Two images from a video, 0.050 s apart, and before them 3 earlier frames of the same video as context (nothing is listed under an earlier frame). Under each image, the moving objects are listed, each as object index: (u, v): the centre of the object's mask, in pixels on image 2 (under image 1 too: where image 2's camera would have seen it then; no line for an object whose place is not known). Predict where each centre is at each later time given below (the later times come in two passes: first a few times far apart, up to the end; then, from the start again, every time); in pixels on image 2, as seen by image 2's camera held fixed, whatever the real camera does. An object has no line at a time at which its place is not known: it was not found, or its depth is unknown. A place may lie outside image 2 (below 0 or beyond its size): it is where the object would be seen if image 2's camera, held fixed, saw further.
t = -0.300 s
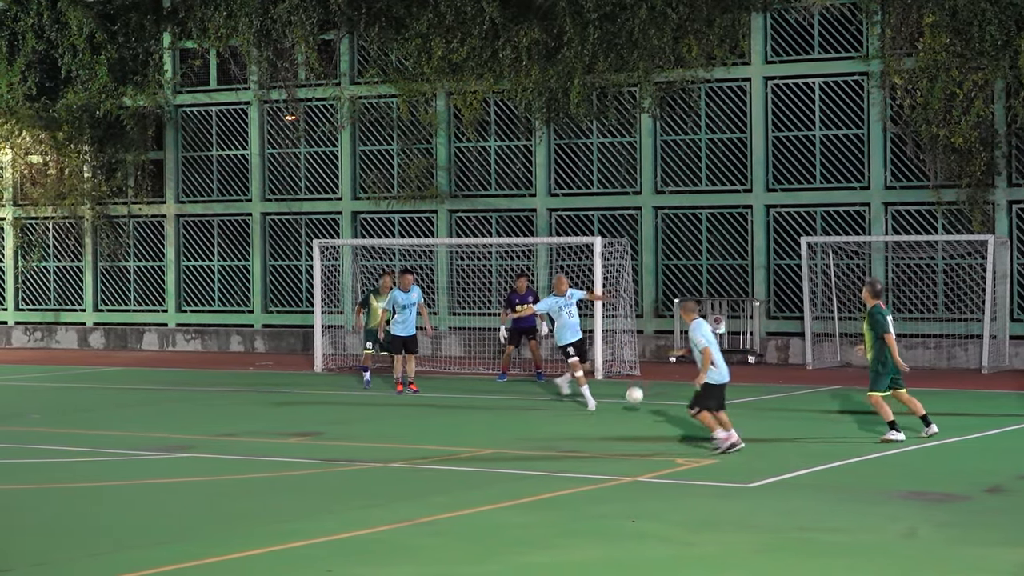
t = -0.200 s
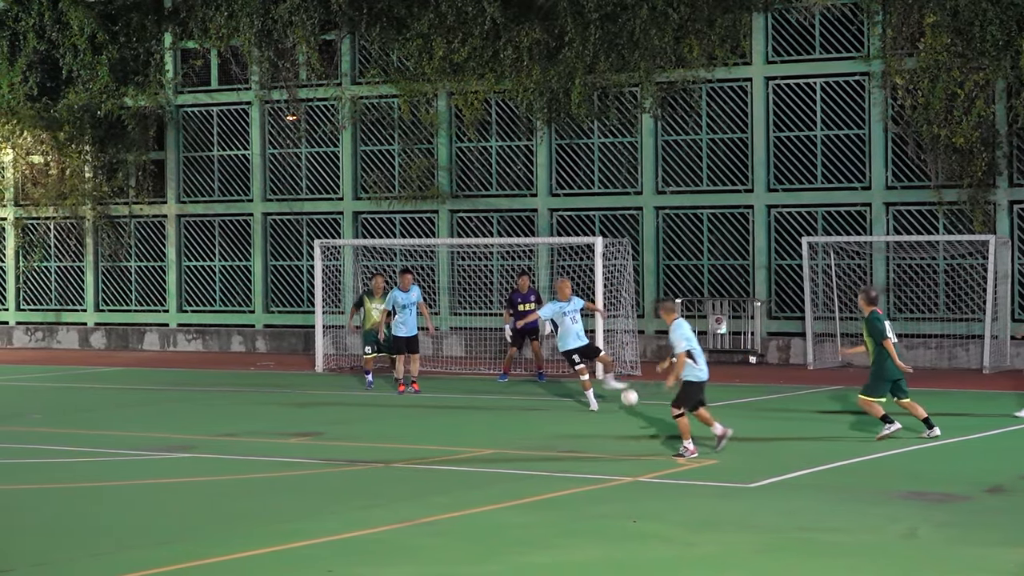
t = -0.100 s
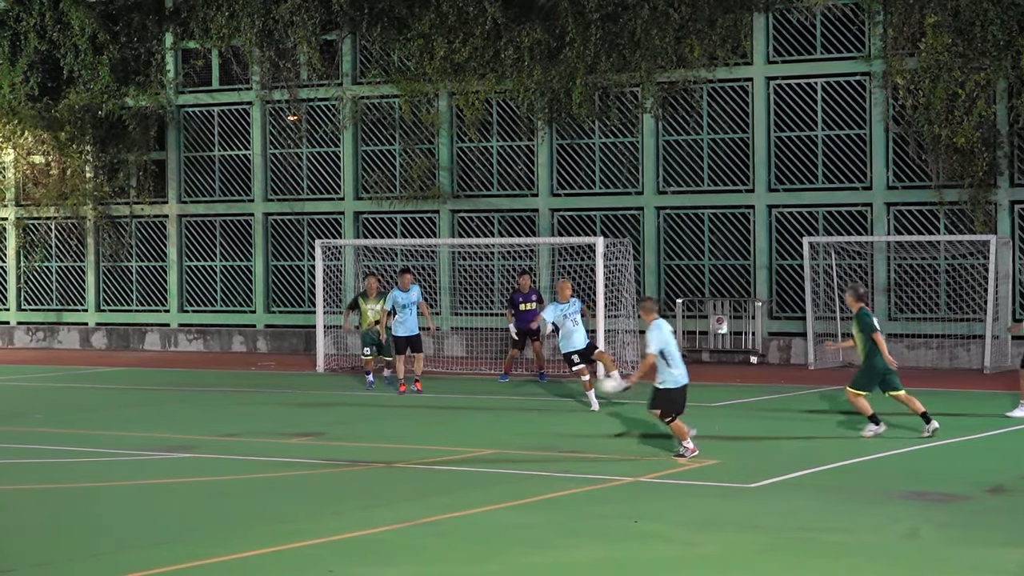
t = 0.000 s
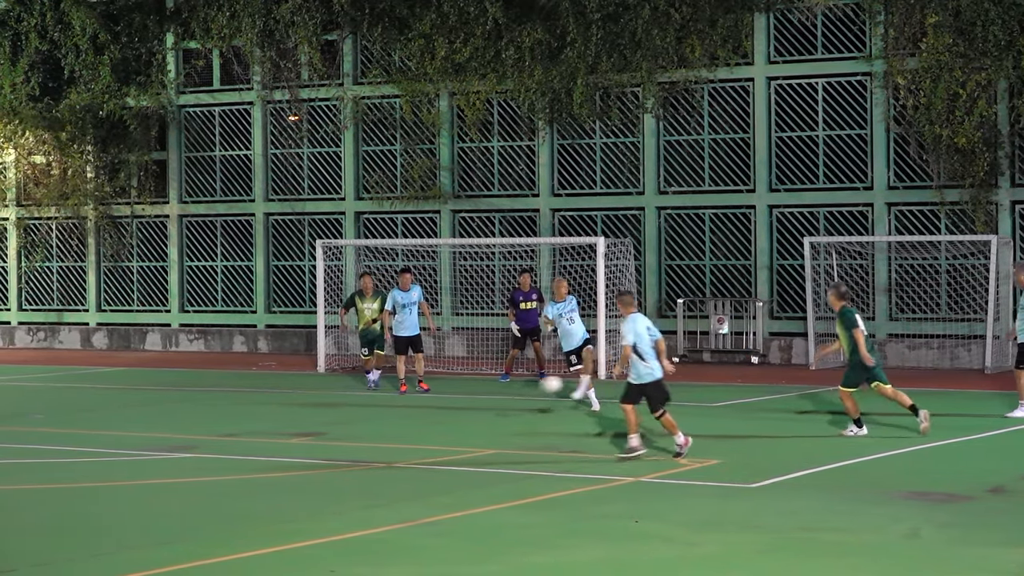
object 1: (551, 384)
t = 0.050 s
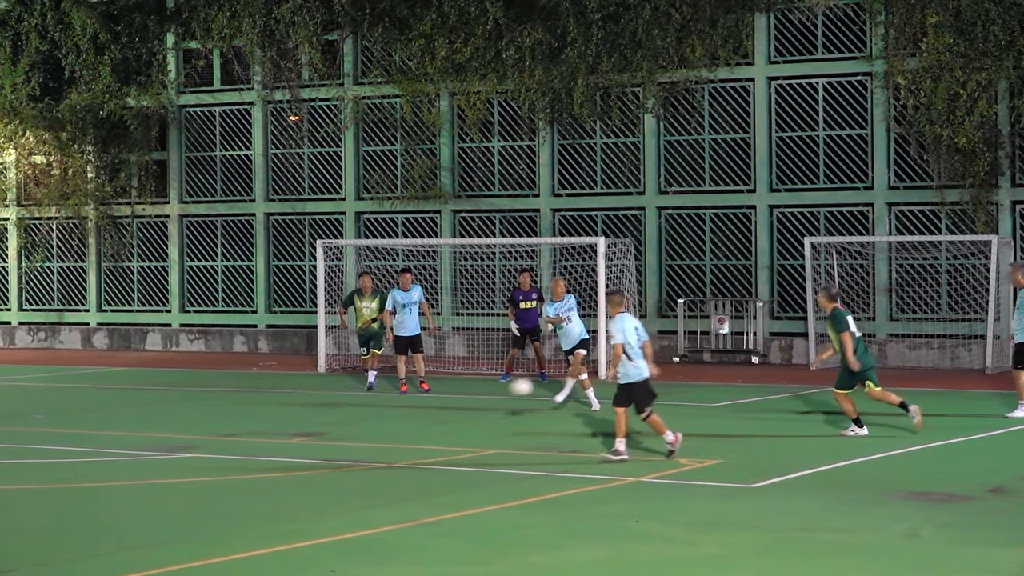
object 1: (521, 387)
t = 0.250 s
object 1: (389, 423)
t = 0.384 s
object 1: (321, 422)
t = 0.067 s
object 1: (511, 388)
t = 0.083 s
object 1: (501, 390)
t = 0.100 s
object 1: (491, 392)
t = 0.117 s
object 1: (479, 394)
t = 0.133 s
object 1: (469, 397)
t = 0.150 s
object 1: (458, 399)
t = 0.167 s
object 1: (447, 403)
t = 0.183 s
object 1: (436, 406)
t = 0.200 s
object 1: (425, 409)
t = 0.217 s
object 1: (412, 414)
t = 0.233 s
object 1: (400, 419)
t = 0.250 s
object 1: (389, 423)
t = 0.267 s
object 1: (378, 427)
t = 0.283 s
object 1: (366, 432)
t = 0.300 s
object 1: (357, 431)
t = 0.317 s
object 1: (348, 429)
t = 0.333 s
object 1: (340, 427)
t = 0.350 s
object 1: (334, 425)
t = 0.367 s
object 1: (328, 424)
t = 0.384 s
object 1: (321, 422)
